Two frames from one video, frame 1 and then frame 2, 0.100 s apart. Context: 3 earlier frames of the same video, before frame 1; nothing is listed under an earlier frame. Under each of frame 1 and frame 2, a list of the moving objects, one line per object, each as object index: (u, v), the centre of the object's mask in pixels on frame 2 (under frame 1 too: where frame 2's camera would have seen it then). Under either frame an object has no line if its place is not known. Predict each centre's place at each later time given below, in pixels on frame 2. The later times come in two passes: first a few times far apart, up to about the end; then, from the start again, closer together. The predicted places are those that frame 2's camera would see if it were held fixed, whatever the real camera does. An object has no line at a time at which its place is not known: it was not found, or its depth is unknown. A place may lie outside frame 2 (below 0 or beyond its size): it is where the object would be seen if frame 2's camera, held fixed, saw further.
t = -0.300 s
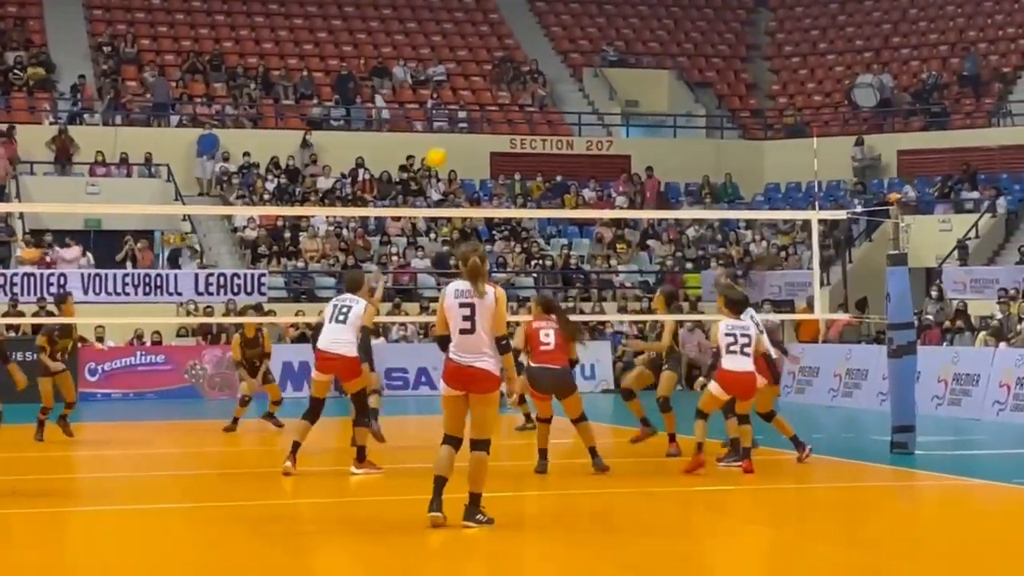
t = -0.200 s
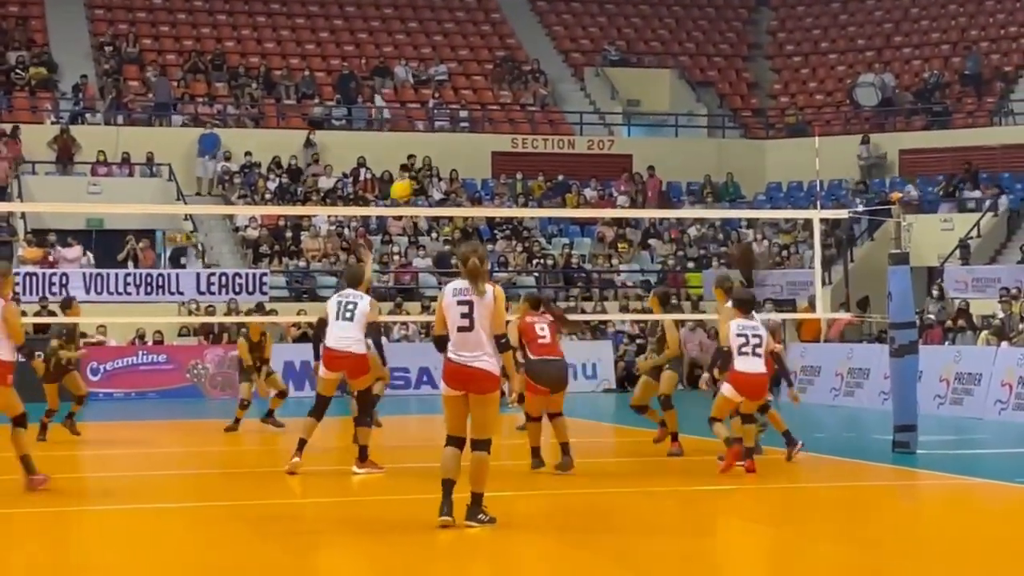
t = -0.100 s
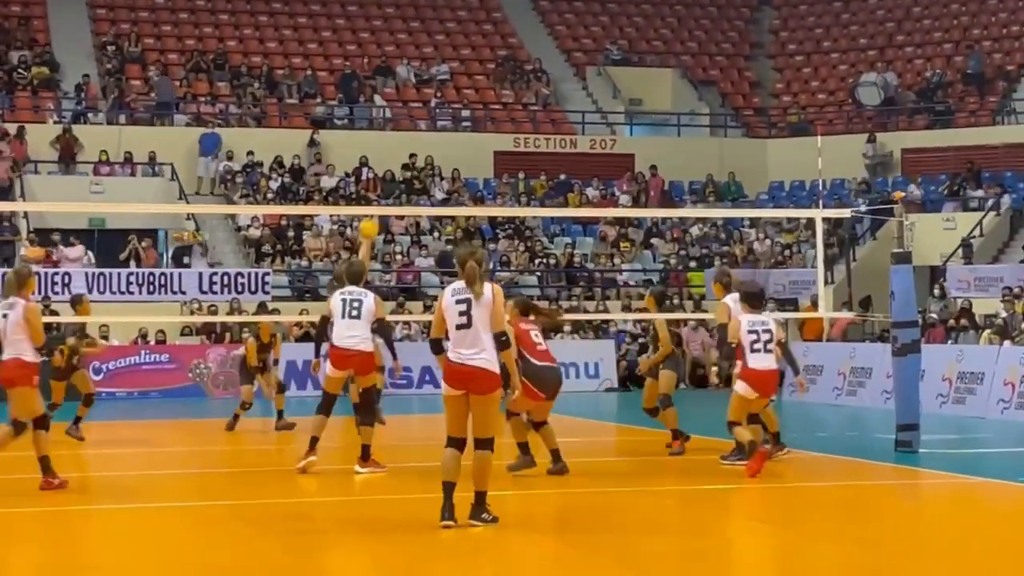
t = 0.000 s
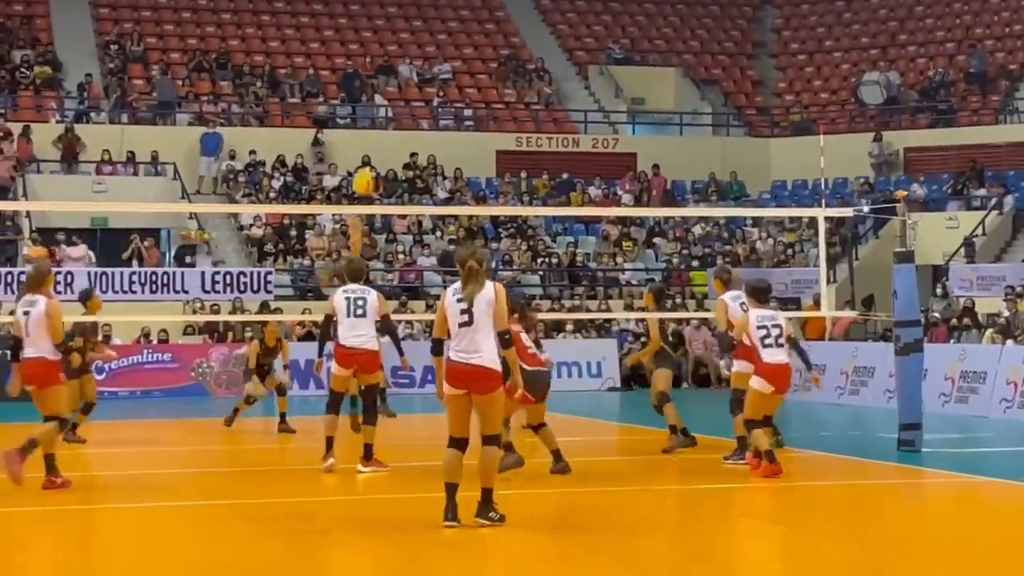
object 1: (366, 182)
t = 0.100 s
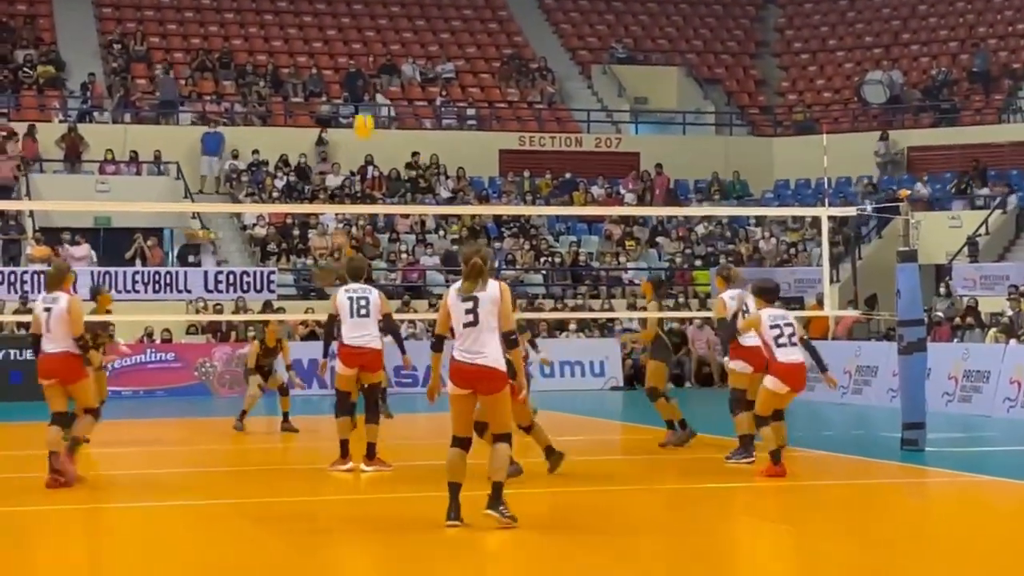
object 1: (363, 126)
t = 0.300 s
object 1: (359, 44)
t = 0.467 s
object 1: (356, 9)
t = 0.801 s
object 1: (350, 10)
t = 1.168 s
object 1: (345, 123)
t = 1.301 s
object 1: (344, 194)
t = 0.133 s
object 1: (362, 110)
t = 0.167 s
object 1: (362, 94)
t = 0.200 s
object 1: (361, 80)
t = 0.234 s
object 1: (360, 67)
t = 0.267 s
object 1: (360, 55)
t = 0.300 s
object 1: (359, 44)
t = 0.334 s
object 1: (358, 34)
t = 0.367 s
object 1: (357, 25)
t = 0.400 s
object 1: (357, 17)
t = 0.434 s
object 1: (357, 12)
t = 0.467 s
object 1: (356, 9)
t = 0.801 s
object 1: (350, 10)
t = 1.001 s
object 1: (346, 54)
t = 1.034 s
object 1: (346, 66)
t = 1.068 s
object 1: (346, 79)
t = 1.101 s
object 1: (346, 92)
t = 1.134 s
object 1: (345, 108)
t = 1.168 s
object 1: (345, 123)
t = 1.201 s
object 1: (344, 141)
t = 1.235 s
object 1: (344, 159)
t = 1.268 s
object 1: (344, 177)
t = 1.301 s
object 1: (344, 194)
